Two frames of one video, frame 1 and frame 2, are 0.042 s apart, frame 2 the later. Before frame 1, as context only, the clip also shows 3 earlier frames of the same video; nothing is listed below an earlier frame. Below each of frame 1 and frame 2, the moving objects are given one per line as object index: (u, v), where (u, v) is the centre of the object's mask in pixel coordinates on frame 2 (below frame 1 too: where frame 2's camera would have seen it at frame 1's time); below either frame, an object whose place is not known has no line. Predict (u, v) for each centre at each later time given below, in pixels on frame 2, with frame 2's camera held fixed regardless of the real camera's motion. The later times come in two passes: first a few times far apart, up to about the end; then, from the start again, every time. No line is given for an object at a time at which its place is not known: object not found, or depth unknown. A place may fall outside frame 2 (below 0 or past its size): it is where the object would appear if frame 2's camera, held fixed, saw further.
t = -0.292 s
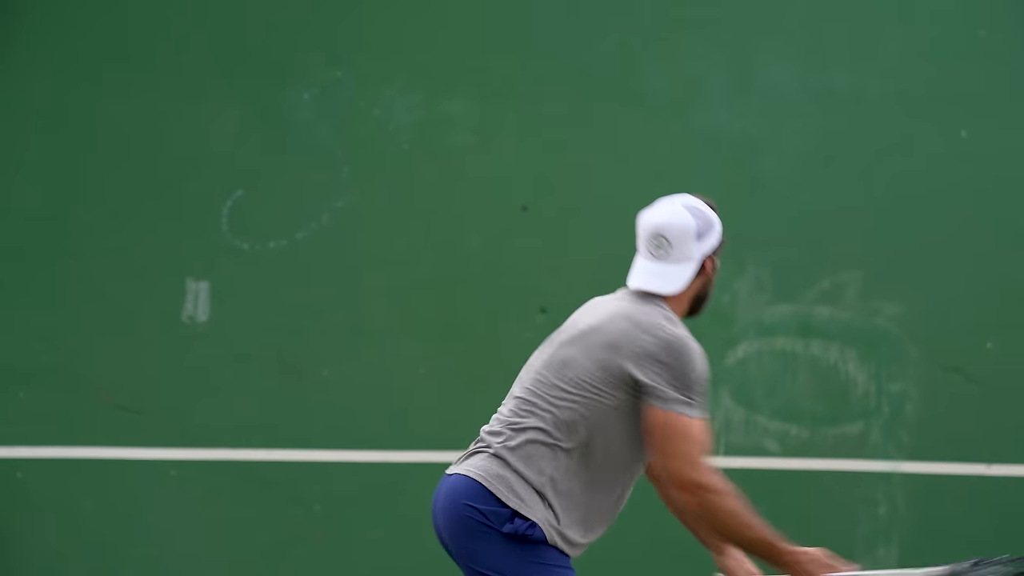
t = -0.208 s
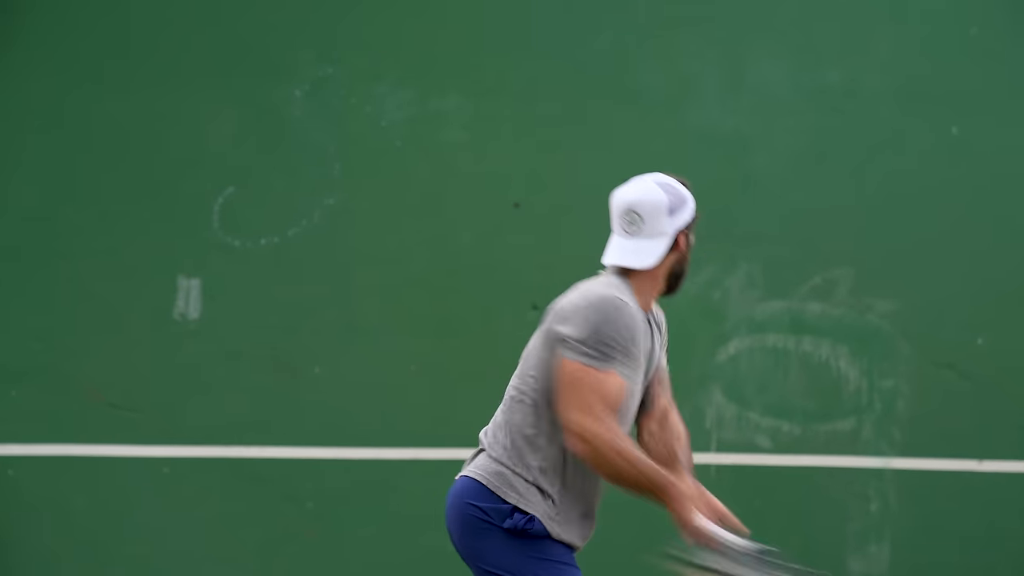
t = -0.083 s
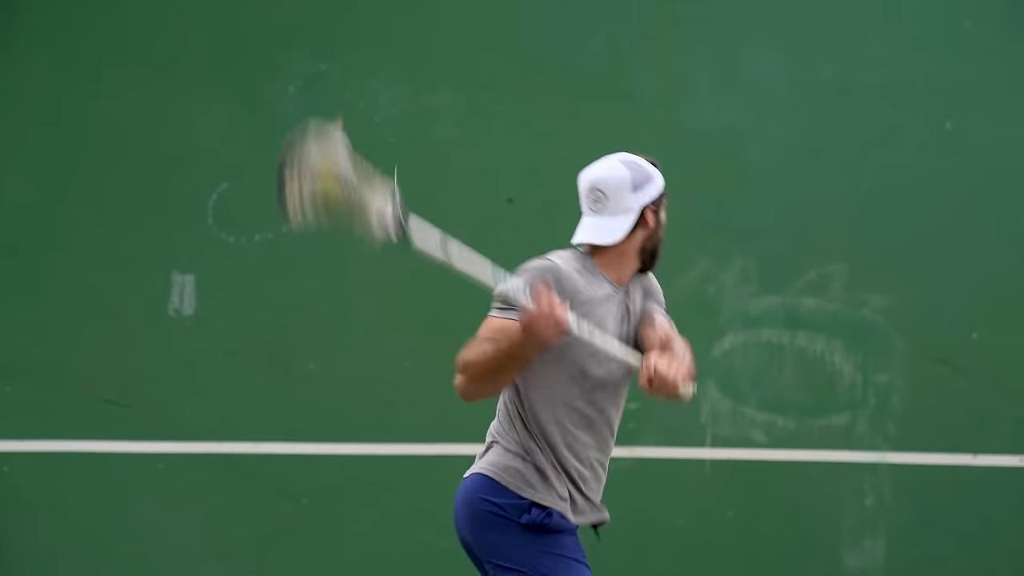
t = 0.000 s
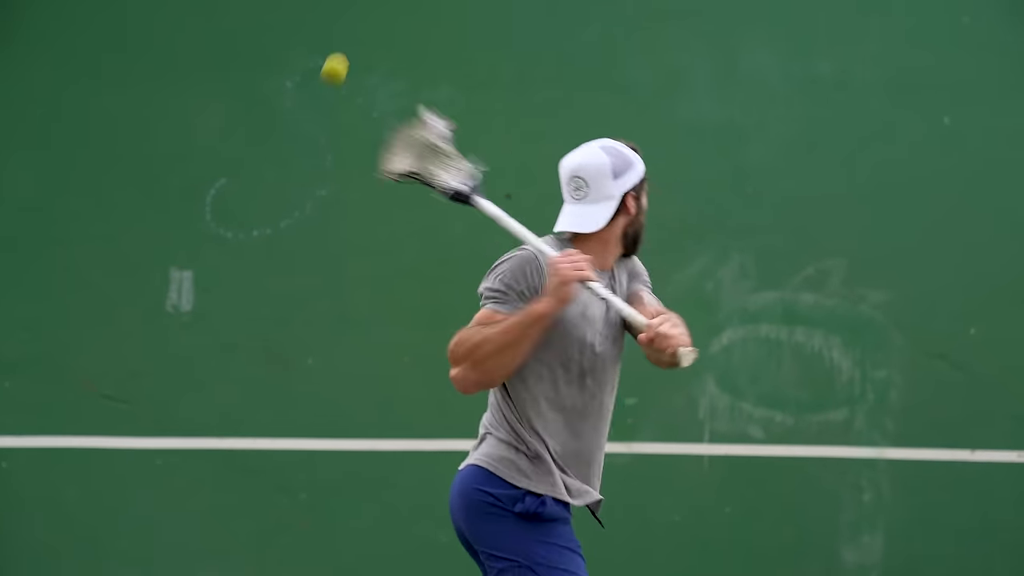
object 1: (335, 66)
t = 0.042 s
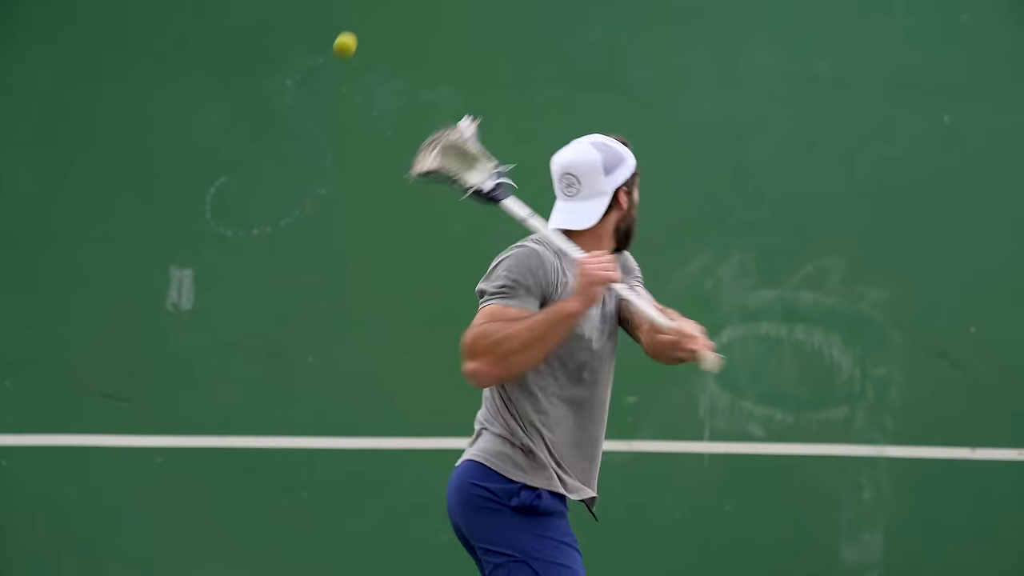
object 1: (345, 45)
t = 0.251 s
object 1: (374, 32)
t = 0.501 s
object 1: (375, 49)
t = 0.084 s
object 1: (354, 31)
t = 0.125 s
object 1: (361, 24)
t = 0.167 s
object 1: (366, 23)
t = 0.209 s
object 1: (370, 26)
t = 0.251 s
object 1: (374, 32)
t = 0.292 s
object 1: (377, 41)
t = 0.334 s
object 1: (378, 40)
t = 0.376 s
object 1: (377, 37)
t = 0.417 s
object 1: (377, 36)
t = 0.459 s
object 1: (376, 40)
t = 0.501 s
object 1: (375, 49)
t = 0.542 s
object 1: (373, 63)
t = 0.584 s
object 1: (371, 84)
